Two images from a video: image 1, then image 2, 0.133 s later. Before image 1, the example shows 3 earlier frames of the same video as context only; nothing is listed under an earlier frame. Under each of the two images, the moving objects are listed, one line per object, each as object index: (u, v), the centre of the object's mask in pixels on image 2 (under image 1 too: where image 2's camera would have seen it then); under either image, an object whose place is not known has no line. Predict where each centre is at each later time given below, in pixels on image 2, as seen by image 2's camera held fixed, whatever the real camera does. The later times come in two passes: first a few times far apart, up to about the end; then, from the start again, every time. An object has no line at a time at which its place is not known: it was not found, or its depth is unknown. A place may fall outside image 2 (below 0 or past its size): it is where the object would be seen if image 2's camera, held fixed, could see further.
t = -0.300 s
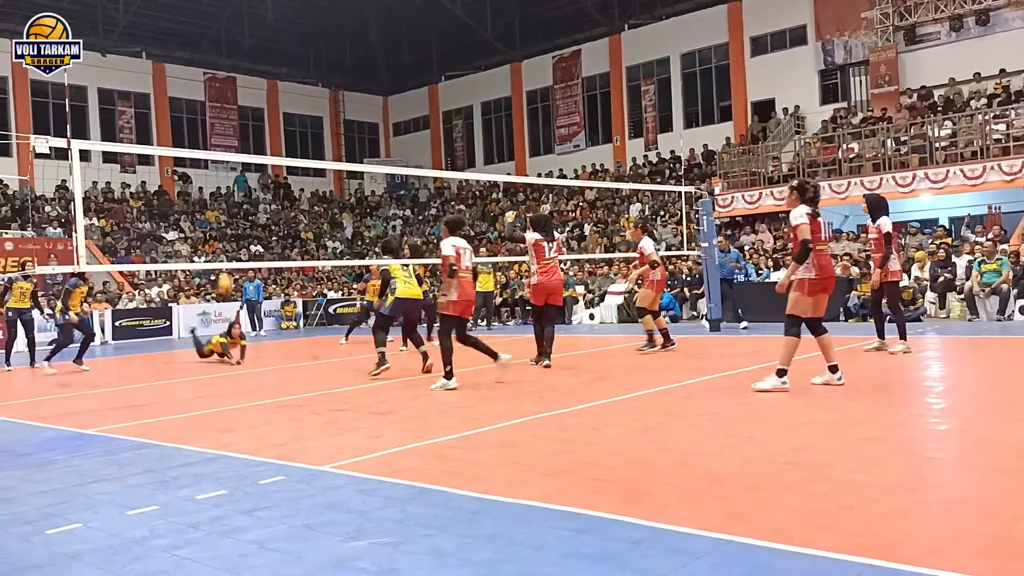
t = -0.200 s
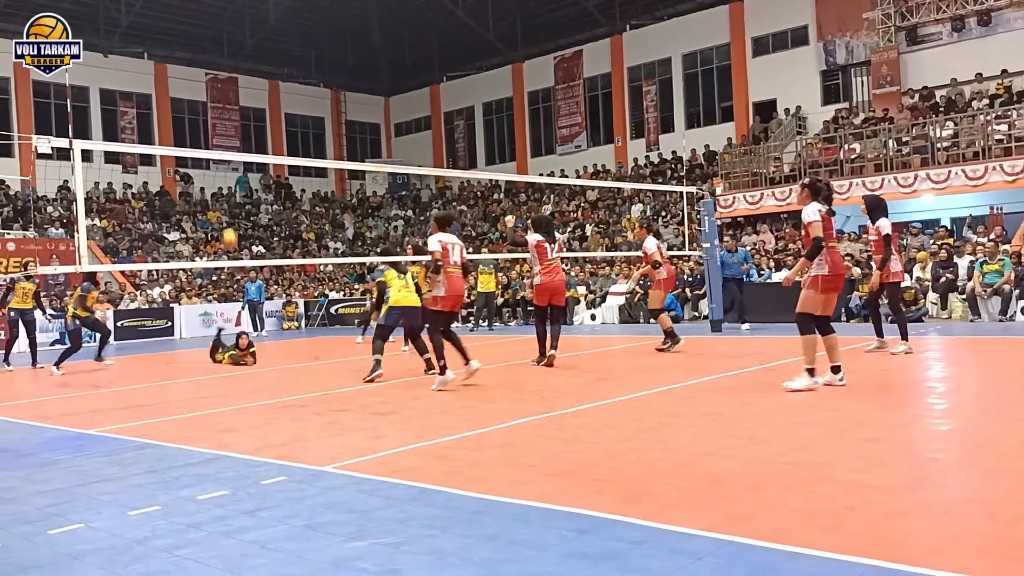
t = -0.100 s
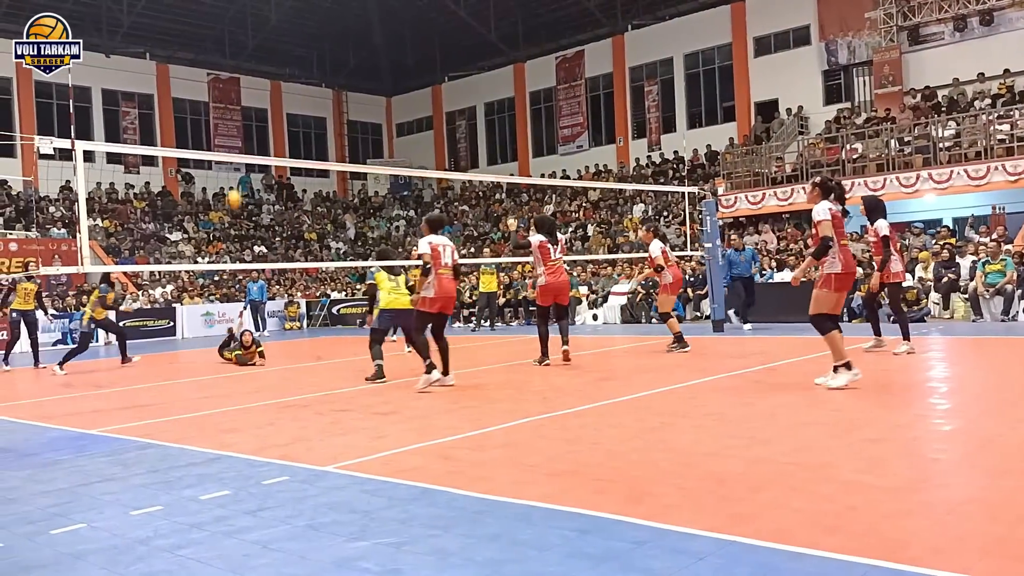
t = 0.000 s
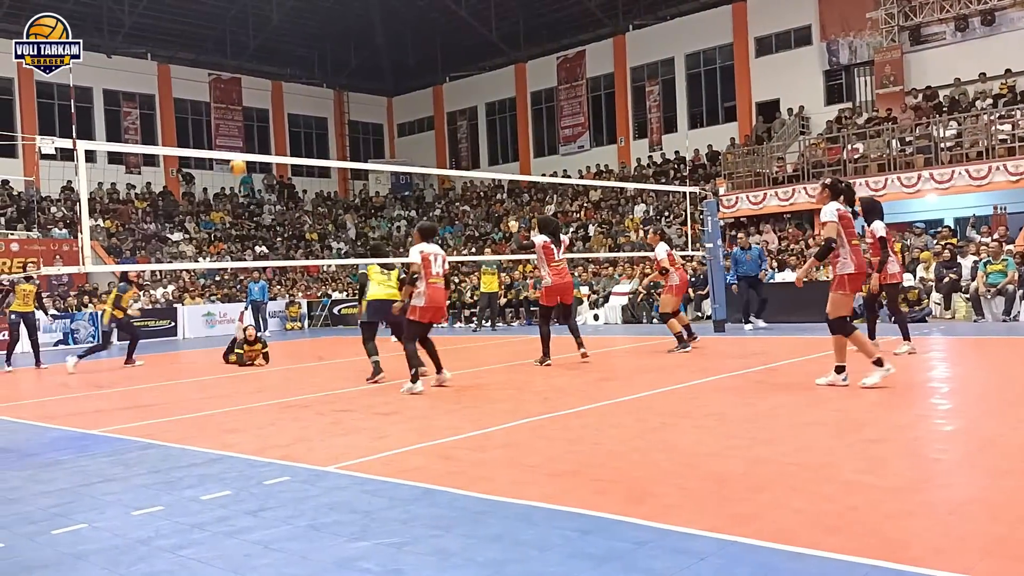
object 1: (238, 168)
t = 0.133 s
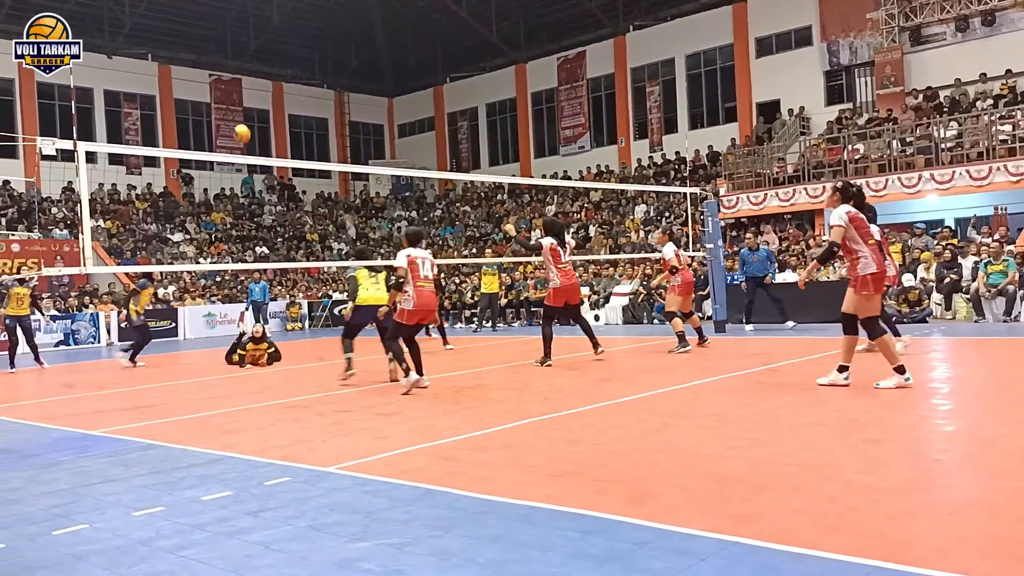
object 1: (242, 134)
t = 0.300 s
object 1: (248, 109)
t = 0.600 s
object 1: (261, 118)
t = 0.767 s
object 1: (271, 151)
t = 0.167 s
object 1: (243, 127)
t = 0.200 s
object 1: (244, 121)
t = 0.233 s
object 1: (245, 116)
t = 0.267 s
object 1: (246, 112)
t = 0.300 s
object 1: (248, 109)
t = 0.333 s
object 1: (249, 107)
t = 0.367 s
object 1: (250, 105)
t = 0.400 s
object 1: (251, 104)
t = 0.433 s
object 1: (253, 104)
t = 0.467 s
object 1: (254, 105)
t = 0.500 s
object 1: (256, 107)
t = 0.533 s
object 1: (258, 109)
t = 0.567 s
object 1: (259, 113)
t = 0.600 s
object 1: (261, 118)
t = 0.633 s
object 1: (263, 123)
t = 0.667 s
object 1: (265, 129)
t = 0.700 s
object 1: (267, 137)
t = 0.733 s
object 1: (269, 144)
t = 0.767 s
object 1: (271, 151)
